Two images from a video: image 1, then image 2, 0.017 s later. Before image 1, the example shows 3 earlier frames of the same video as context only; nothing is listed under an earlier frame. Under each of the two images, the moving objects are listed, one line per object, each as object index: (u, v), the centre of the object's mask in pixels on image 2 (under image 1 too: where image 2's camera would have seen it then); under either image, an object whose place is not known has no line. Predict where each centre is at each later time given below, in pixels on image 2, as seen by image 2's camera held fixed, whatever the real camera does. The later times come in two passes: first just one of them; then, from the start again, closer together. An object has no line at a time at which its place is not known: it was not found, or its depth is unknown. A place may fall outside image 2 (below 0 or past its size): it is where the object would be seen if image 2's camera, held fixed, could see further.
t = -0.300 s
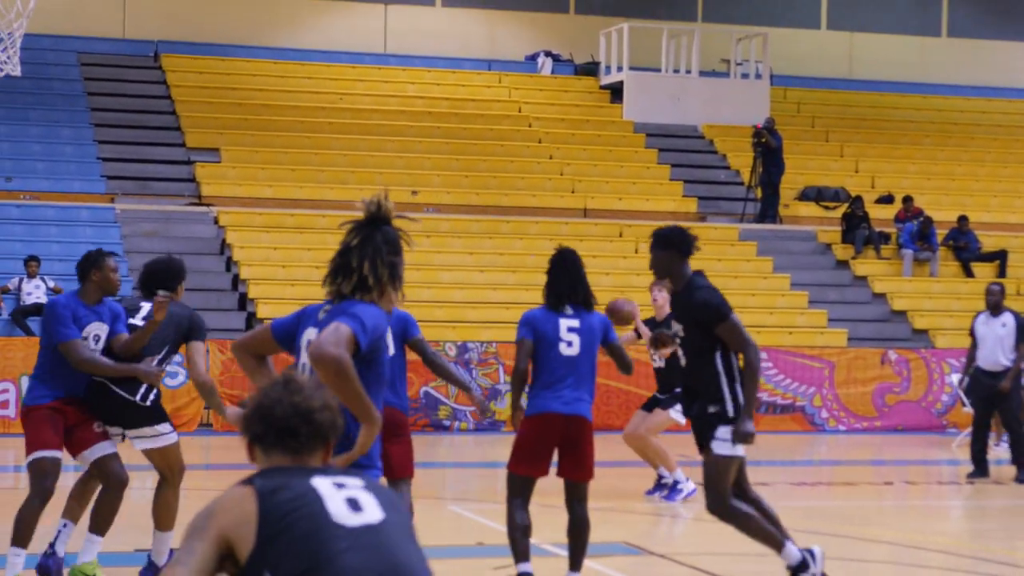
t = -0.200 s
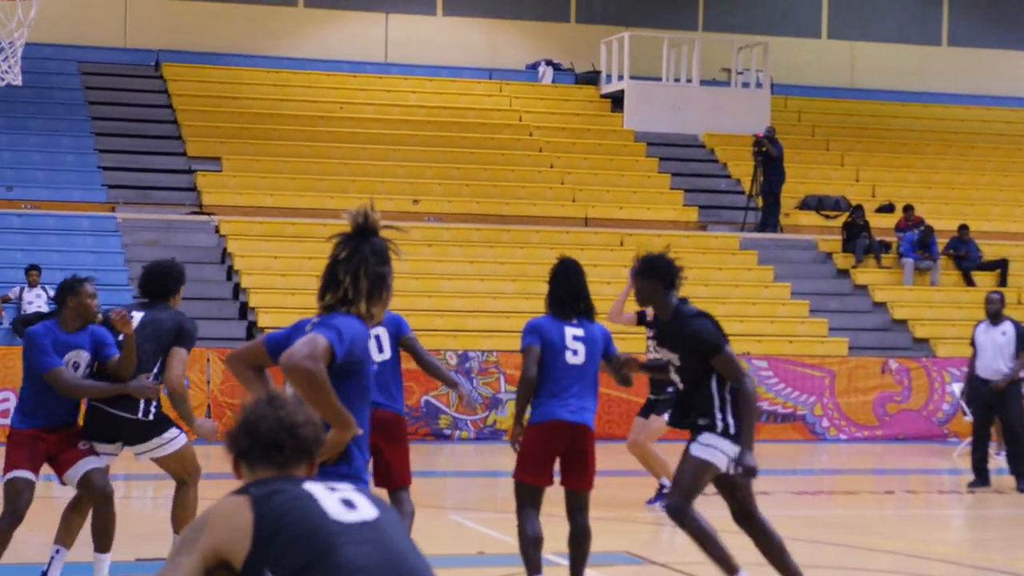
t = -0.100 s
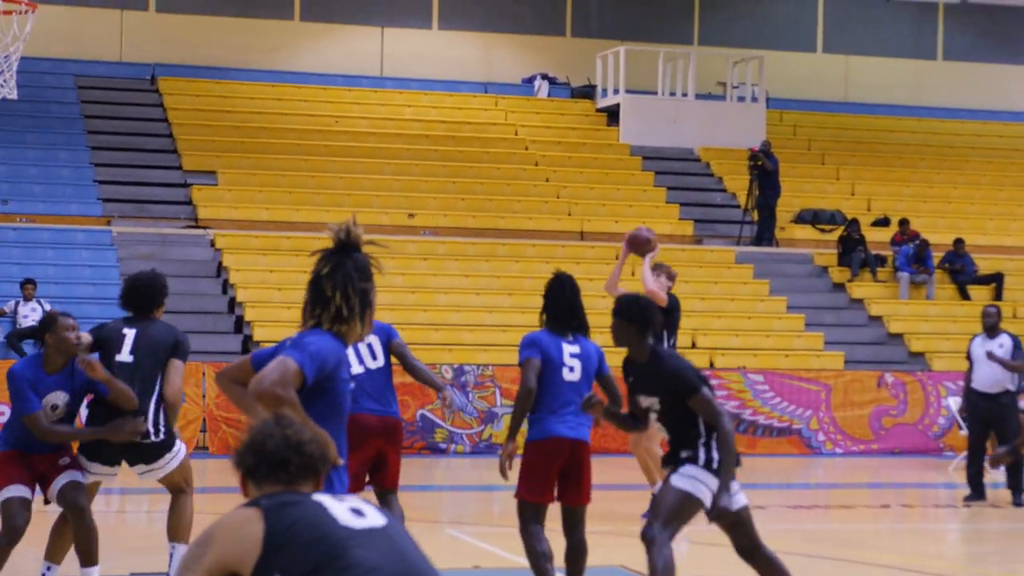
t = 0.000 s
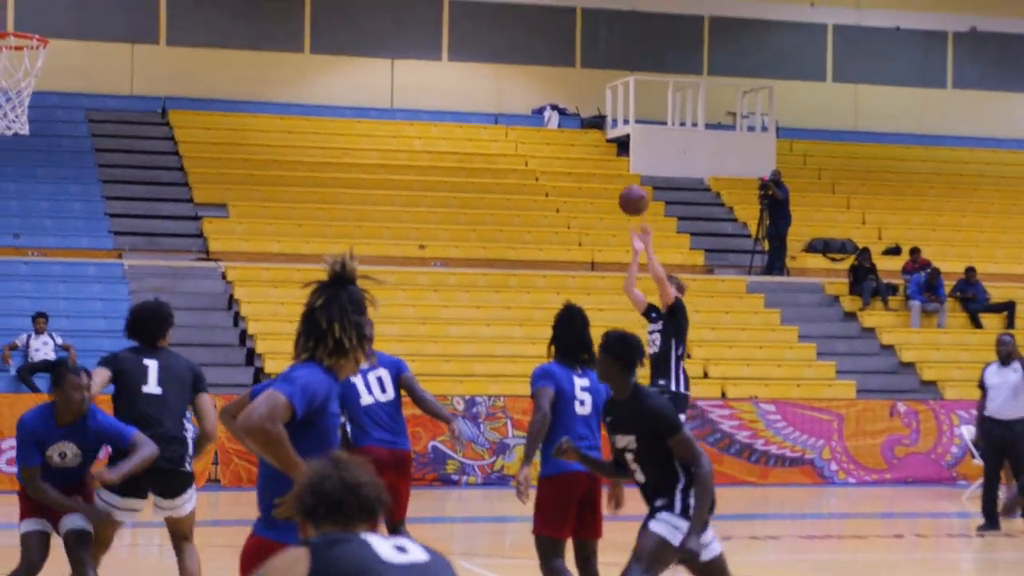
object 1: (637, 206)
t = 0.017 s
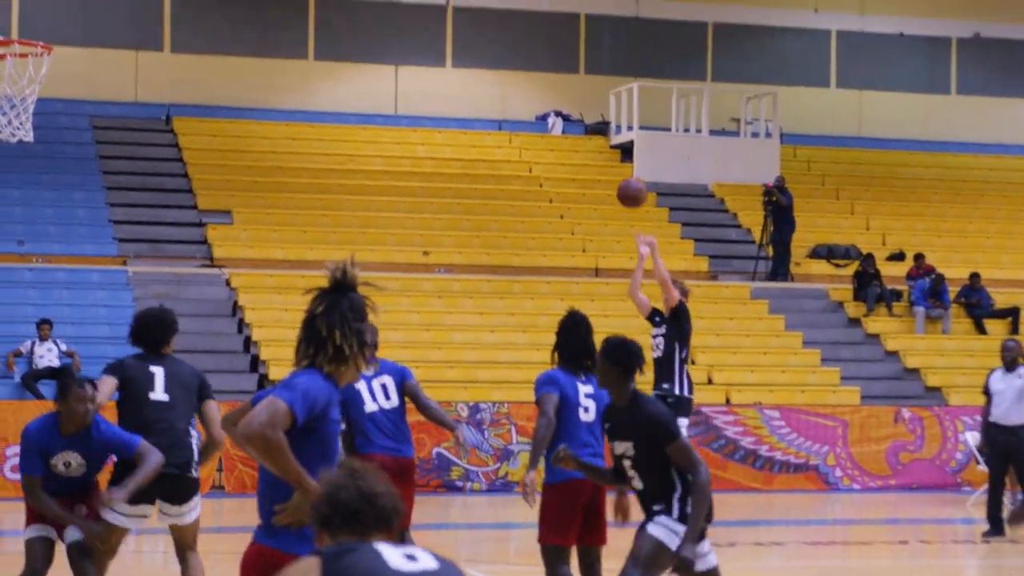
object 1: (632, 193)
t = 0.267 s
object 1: (543, 14)
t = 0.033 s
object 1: (627, 179)
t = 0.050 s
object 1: (620, 166)
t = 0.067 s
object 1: (615, 153)
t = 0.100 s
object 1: (603, 128)
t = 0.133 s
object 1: (590, 103)
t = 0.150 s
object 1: (585, 92)
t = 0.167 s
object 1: (579, 79)
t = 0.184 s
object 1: (573, 68)
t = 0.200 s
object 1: (568, 57)
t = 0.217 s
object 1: (562, 46)
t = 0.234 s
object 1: (555, 34)
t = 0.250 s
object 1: (549, 24)
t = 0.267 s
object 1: (543, 14)
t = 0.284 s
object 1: (536, 4)
